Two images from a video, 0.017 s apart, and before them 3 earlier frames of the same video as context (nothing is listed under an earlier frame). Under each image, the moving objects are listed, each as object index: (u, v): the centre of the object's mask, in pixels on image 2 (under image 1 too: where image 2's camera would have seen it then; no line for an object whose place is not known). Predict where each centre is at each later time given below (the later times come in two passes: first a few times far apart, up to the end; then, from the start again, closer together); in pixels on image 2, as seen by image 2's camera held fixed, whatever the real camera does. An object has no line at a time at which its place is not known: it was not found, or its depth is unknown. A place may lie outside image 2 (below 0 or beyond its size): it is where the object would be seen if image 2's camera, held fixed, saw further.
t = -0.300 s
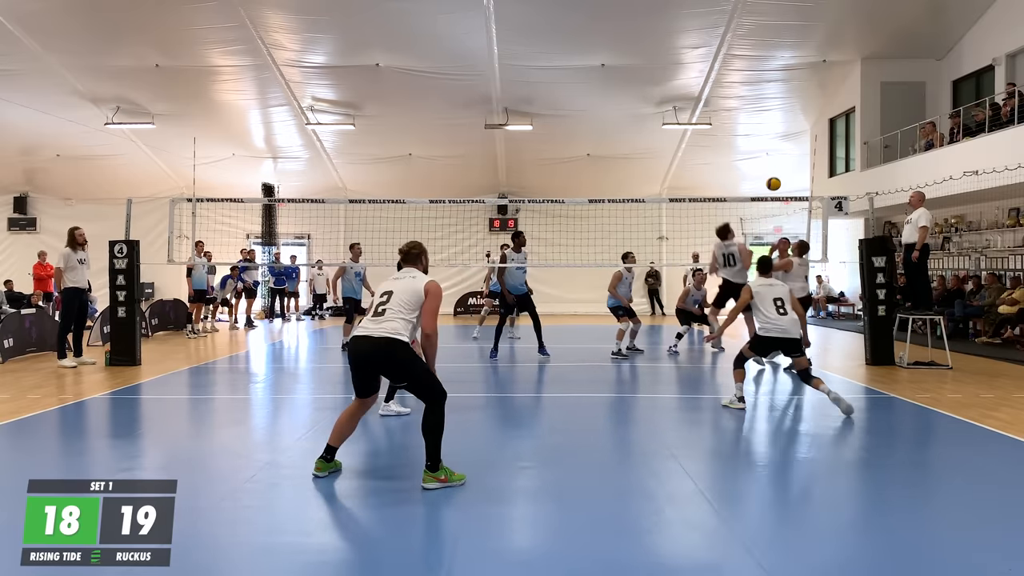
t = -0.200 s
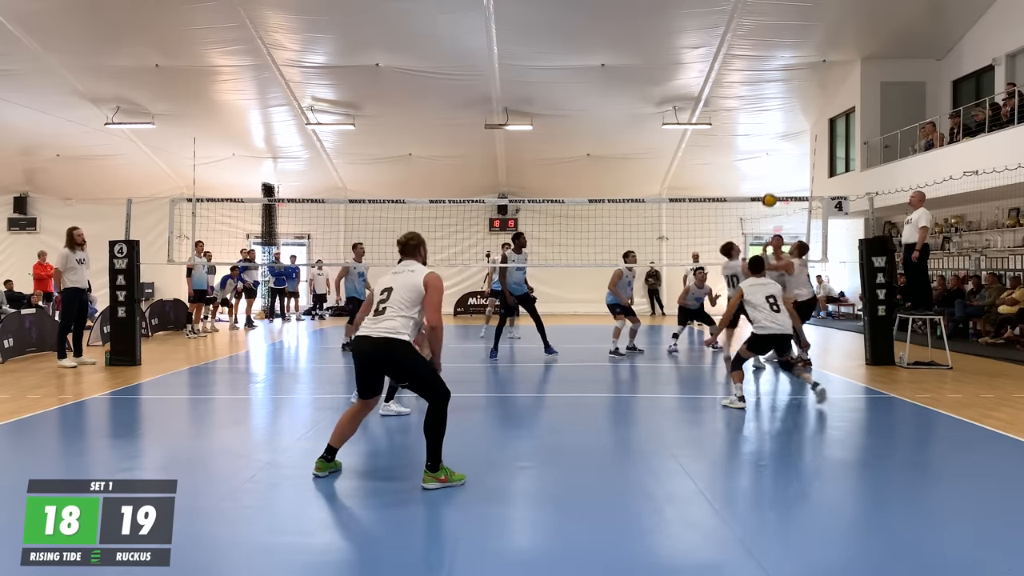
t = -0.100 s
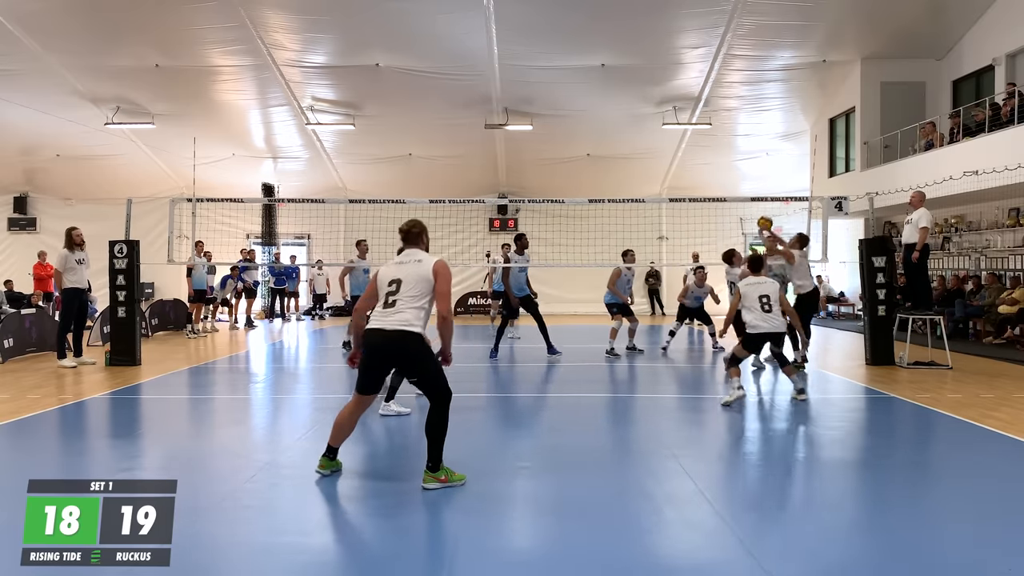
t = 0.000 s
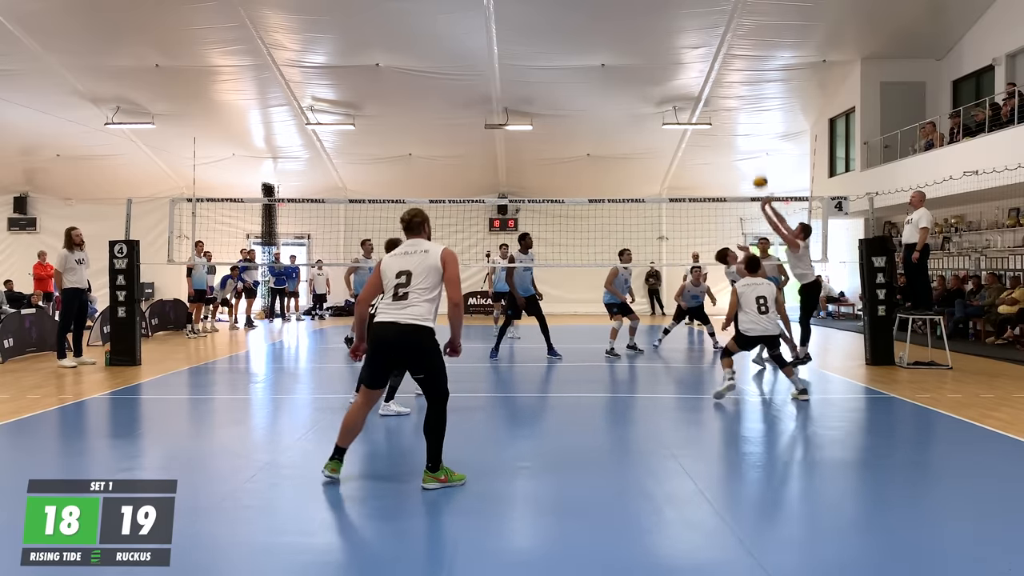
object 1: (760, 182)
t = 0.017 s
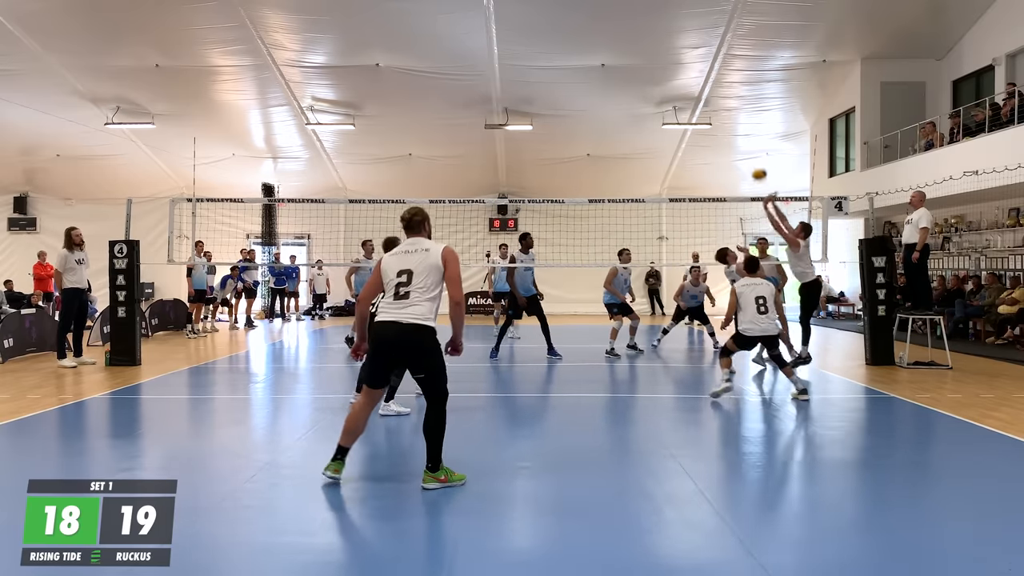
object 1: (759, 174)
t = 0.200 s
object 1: (747, 96)
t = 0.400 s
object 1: (732, 36)
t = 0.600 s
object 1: (716, 7)
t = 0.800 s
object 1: (699, 6)
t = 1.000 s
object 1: (681, 39)
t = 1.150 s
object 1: (665, 88)
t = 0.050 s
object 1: (757, 158)
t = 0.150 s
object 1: (750, 115)
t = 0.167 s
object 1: (749, 108)
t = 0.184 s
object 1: (748, 102)
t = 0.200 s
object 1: (747, 96)
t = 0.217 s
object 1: (746, 90)
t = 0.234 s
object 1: (745, 84)
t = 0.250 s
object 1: (744, 79)
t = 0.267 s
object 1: (742, 73)
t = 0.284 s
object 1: (741, 67)
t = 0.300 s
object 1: (740, 63)
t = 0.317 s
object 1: (738, 58)
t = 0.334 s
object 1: (738, 53)
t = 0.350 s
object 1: (736, 48)
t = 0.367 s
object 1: (735, 45)
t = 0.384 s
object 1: (734, 41)
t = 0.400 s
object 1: (732, 36)
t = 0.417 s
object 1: (731, 33)
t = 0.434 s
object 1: (730, 29)
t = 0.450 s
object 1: (729, 27)
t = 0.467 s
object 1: (727, 23)
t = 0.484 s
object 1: (726, 21)
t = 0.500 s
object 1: (725, 19)
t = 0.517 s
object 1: (723, 15)
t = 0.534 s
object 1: (722, 13)
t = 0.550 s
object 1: (720, 10)
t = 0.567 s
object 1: (719, 9)
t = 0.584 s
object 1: (717, 7)
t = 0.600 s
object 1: (716, 7)
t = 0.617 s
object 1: (715, 6)
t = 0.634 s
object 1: (713, 5)
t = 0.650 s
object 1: (712, 5)
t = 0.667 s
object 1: (710, 5)
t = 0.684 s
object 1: (709, 5)
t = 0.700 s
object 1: (708, 5)
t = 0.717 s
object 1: (706, 5)
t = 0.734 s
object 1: (705, 5)
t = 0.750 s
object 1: (703, 5)
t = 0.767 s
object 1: (702, 5)
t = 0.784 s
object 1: (700, 6)
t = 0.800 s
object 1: (699, 6)
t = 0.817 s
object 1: (698, 8)
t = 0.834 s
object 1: (696, 8)
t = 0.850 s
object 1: (695, 10)
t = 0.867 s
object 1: (693, 11)
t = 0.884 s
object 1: (692, 15)
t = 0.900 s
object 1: (690, 18)
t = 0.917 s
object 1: (689, 21)
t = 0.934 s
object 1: (687, 24)
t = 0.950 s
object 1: (685, 27)
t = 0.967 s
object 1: (684, 31)
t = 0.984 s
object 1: (683, 35)
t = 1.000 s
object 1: (681, 39)
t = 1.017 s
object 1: (680, 44)
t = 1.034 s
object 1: (678, 48)
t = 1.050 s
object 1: (676, 53)
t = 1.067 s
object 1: (674, 59)
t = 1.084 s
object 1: (673, 65)
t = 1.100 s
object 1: (671, 70)
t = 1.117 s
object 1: (669, 76)
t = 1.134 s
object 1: (667, 82)
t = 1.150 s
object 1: (665, 88)
